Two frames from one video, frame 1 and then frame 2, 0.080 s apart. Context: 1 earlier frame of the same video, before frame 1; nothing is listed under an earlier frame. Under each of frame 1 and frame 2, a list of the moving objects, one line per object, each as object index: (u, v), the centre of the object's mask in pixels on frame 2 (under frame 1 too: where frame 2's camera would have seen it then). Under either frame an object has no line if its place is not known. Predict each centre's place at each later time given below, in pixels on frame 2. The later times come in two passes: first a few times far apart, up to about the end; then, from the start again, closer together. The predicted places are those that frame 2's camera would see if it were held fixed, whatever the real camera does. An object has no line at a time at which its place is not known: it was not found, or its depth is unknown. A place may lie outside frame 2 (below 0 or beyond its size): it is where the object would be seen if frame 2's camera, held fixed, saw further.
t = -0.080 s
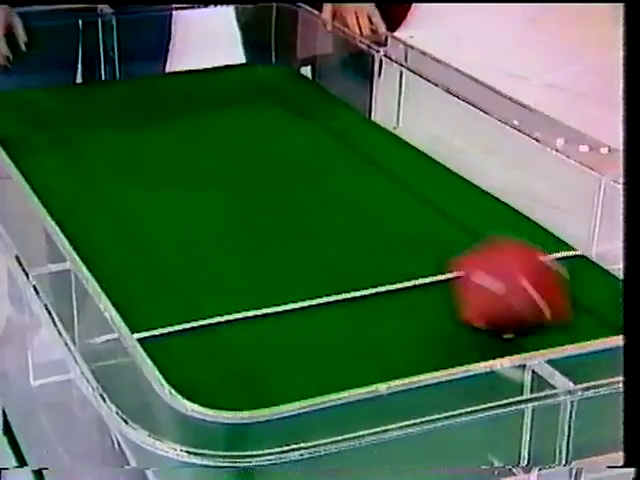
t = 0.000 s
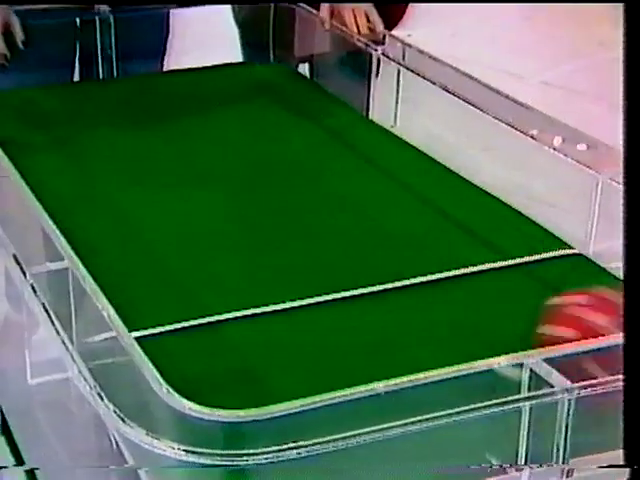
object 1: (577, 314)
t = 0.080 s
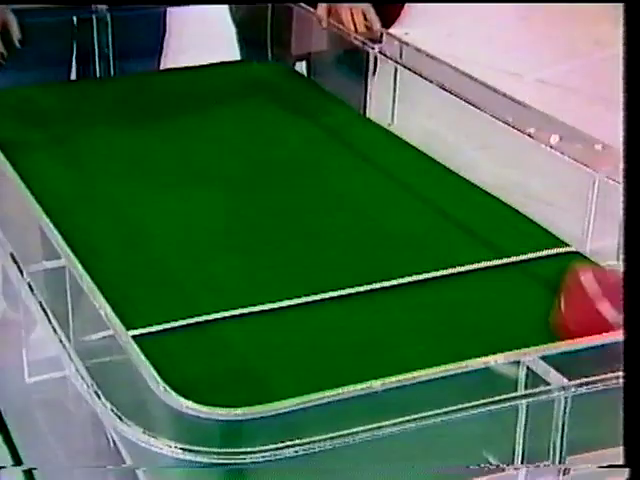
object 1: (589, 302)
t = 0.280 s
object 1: (582, 236)
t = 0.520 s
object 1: (498, 215)
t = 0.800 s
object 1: (451, 205)
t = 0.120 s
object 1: (585, 289)
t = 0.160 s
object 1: (587, 282)
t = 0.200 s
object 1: (589, 266)
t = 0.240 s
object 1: (586, 255)
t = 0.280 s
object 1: (582, 236)
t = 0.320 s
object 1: (570, 224)
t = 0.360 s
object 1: (555, 224)
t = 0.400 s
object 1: (540, 230)
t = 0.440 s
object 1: (529, 218)
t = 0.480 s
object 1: (512, 213)
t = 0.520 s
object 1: (498, 215)
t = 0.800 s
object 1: (451, 205)
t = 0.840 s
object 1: (452, 208)
